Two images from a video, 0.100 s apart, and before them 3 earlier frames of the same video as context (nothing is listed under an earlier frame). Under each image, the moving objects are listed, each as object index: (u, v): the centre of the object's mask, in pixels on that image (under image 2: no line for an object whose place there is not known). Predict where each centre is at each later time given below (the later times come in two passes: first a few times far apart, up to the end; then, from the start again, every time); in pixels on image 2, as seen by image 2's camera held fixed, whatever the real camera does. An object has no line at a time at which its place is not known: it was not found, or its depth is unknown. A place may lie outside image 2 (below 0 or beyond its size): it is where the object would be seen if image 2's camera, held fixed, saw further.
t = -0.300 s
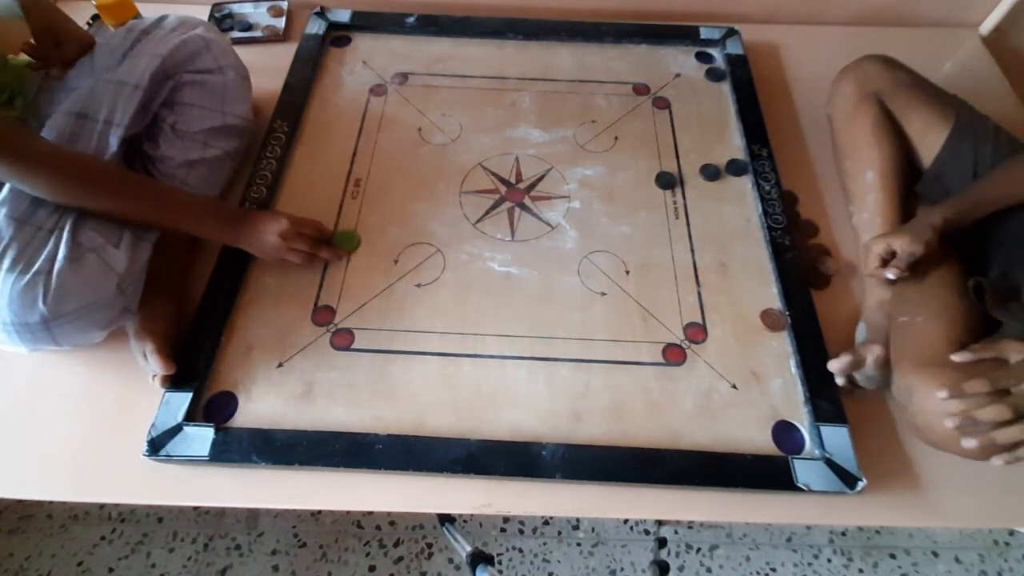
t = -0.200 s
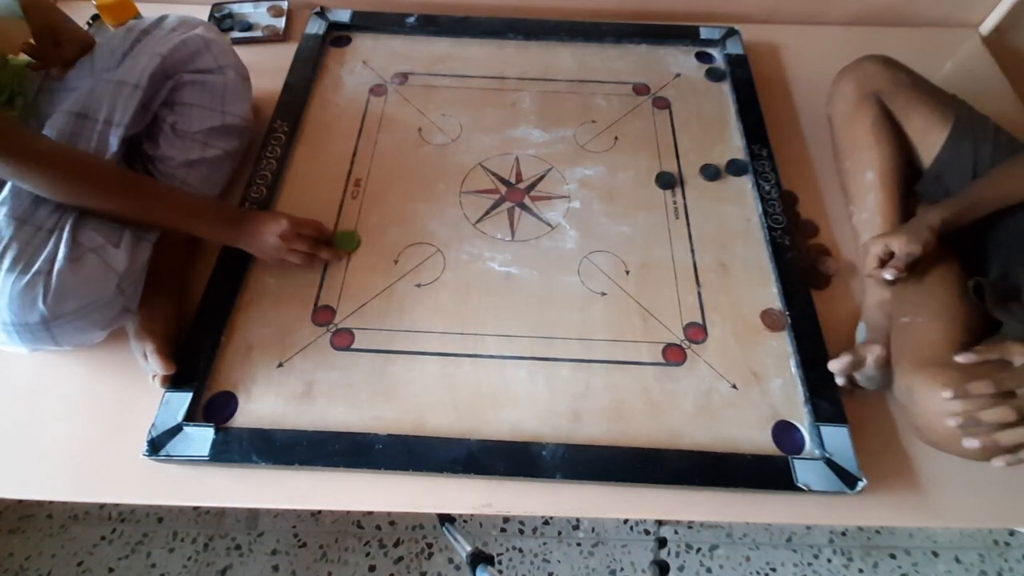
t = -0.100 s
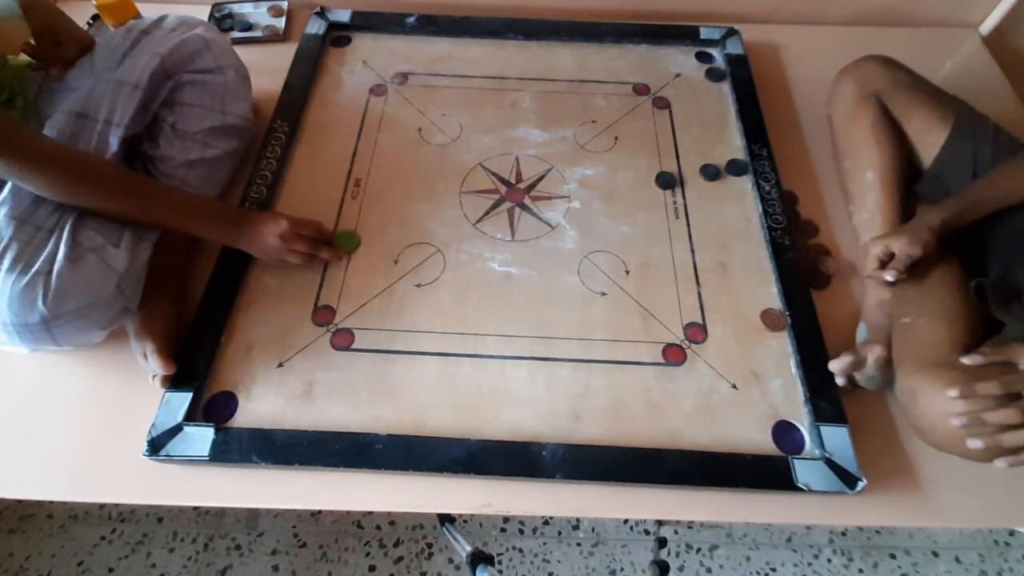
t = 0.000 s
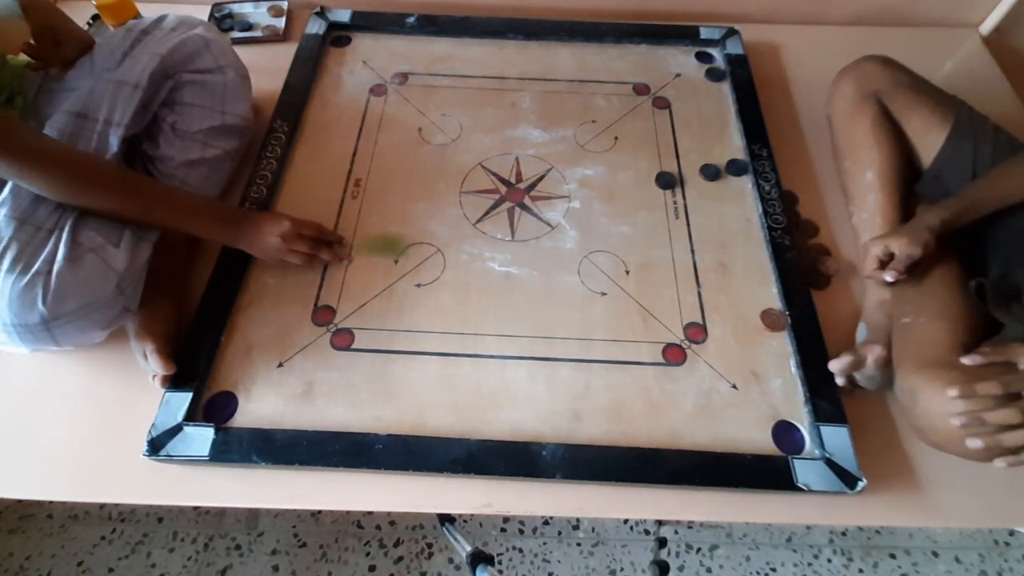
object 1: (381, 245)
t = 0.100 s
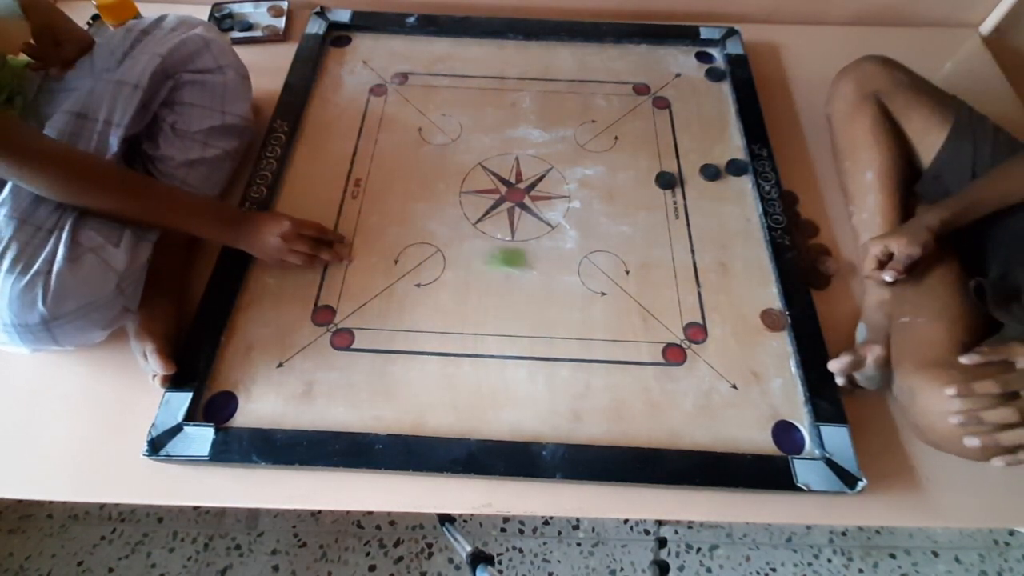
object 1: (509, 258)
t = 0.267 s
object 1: (697, 283)
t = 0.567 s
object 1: (658, 295)
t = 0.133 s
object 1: (546, 262)
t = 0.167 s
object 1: (585, 268)
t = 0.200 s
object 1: (625, 273)
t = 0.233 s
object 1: (659, 278)
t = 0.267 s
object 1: (697, 283)
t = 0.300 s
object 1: (734, 287)
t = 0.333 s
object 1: (758, 291)
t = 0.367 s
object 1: (745, 292)
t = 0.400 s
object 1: (729, 293)
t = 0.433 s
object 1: (712, 293)
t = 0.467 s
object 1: (696, 294)
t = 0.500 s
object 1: (682, 295)
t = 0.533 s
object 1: (669, 295)
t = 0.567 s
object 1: (658, 295)
